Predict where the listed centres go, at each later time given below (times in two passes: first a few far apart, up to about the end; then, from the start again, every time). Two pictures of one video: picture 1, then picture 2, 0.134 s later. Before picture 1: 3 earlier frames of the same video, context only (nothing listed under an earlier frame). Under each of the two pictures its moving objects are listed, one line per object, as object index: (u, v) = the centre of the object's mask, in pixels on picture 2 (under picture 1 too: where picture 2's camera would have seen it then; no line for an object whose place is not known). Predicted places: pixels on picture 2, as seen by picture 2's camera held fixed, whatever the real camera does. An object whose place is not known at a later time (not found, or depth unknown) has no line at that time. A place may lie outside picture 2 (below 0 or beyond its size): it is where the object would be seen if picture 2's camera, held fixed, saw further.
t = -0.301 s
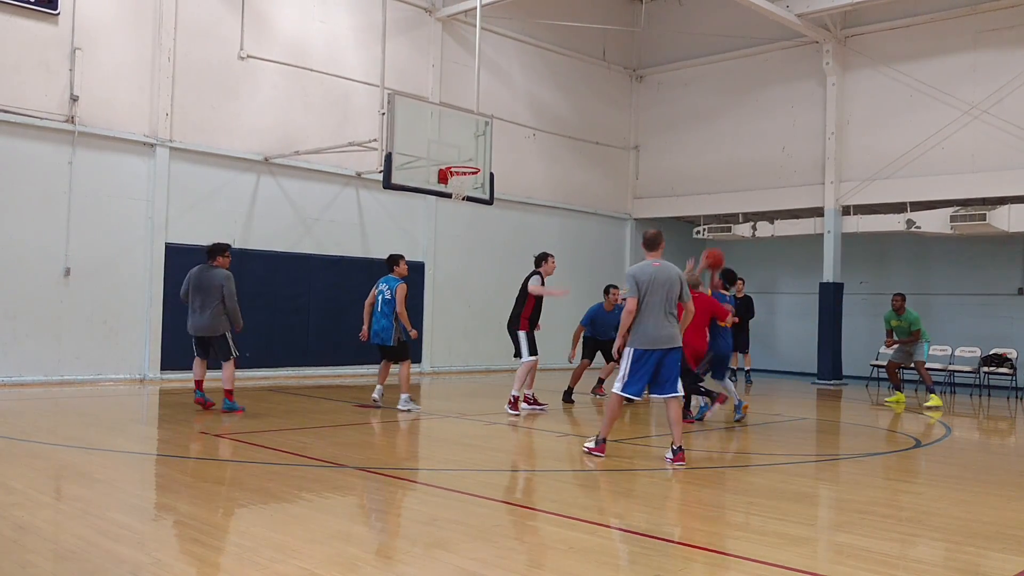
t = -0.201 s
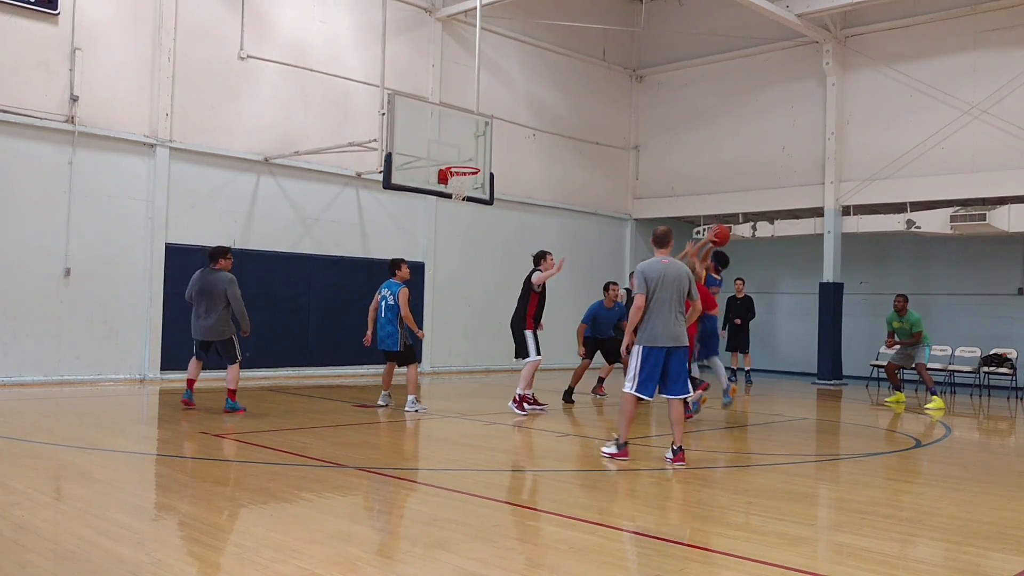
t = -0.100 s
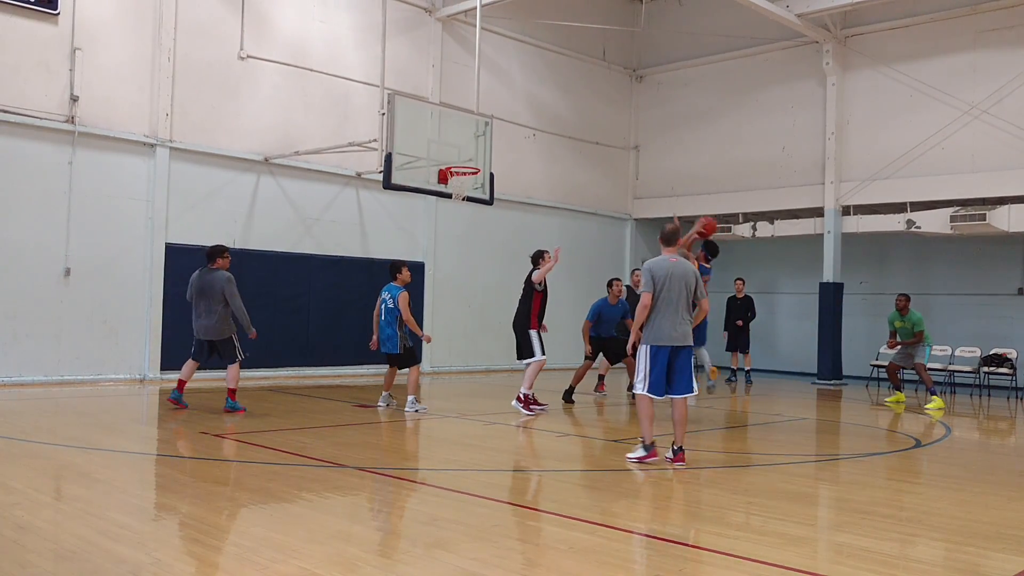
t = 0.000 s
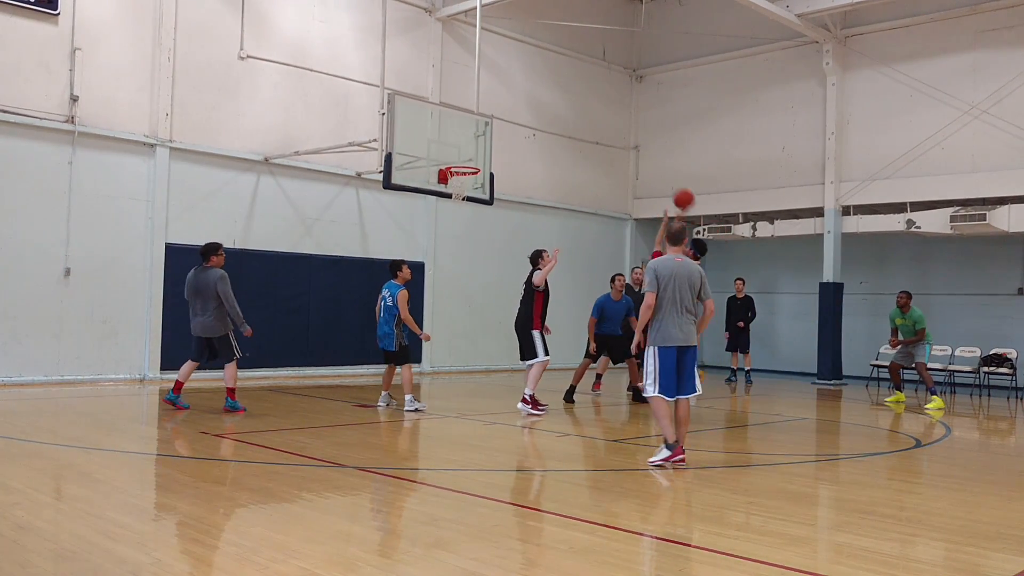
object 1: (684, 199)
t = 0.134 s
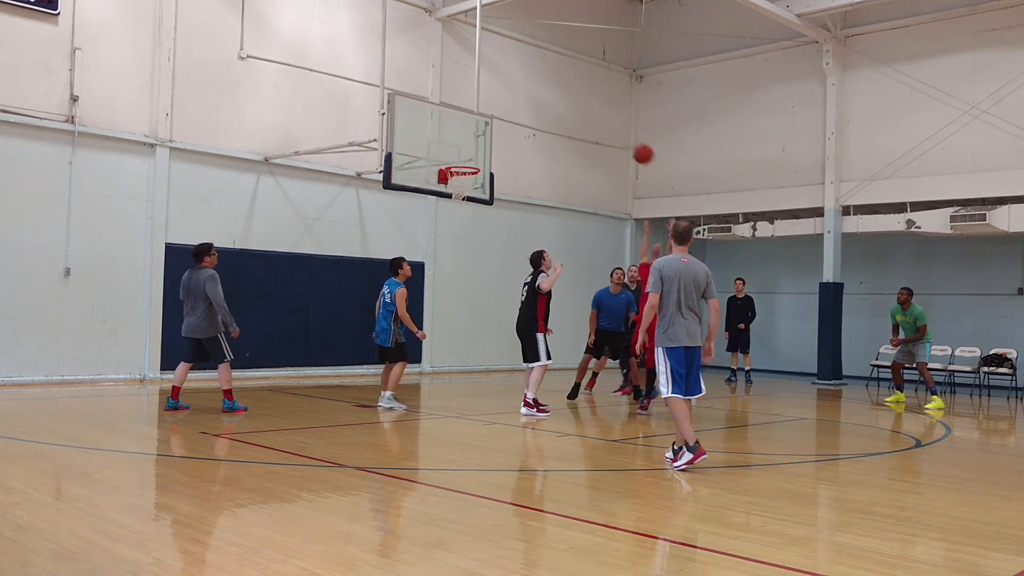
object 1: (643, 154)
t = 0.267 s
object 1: (605, 126)
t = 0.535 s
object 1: (532, 113)
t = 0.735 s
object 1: (481, 139)
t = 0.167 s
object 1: (633, 145)
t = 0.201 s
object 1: (624, 138)
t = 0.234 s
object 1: (614, 131)
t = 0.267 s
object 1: (605, 126)
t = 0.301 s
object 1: (596, 121)
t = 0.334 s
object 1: (586, 117)
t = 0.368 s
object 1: (577, 114)
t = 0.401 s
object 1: (568, 113)
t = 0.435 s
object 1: (559, 112)
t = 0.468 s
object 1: (550, 112)
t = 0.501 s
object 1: (541, 112)
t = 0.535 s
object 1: (532, 113)
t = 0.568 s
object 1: (523, 116)
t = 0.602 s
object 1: (515, 119)
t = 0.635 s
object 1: (506, 123)
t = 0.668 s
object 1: (498, 127)
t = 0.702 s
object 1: (490, 133)
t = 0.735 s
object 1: (481, 139)
